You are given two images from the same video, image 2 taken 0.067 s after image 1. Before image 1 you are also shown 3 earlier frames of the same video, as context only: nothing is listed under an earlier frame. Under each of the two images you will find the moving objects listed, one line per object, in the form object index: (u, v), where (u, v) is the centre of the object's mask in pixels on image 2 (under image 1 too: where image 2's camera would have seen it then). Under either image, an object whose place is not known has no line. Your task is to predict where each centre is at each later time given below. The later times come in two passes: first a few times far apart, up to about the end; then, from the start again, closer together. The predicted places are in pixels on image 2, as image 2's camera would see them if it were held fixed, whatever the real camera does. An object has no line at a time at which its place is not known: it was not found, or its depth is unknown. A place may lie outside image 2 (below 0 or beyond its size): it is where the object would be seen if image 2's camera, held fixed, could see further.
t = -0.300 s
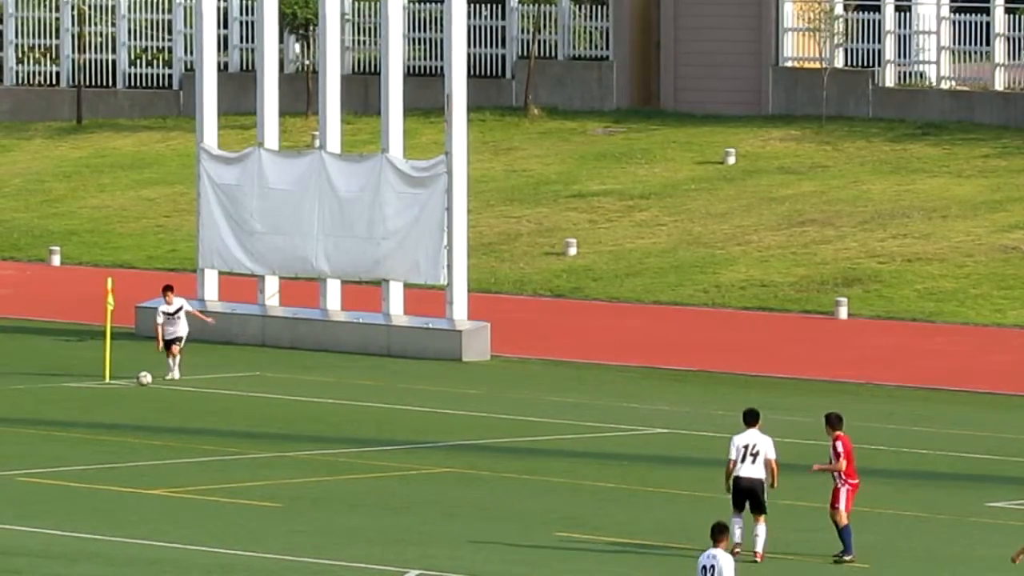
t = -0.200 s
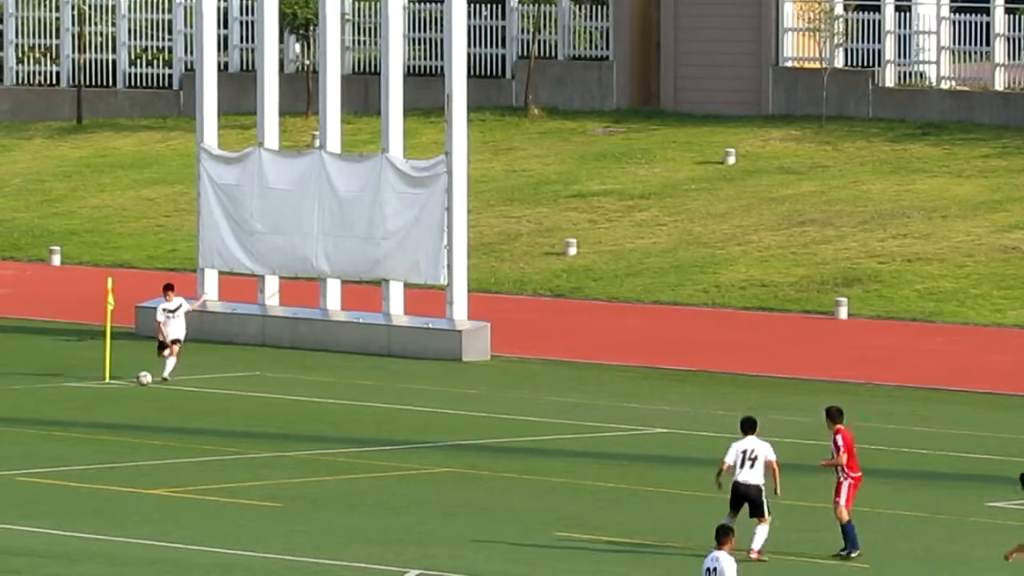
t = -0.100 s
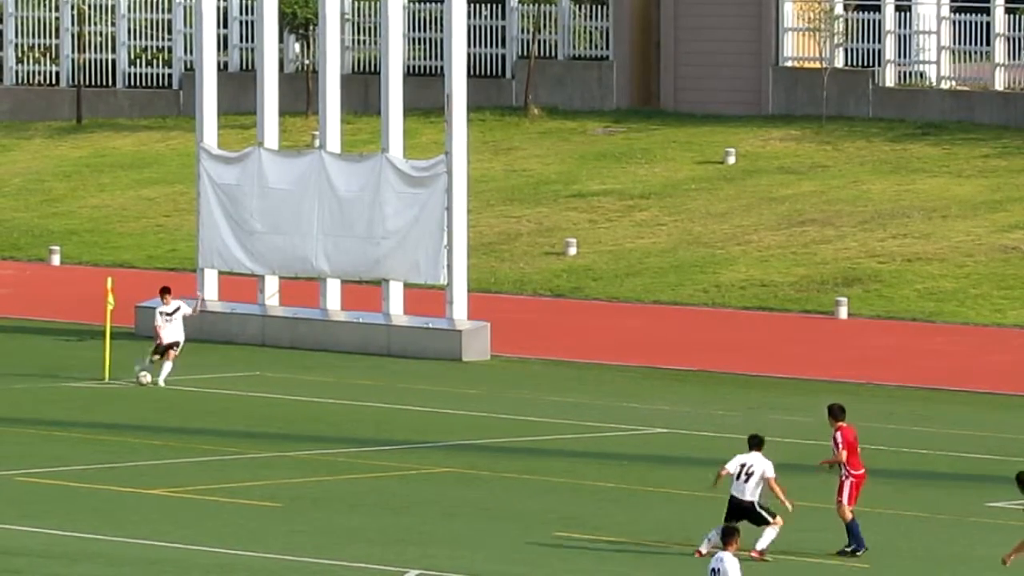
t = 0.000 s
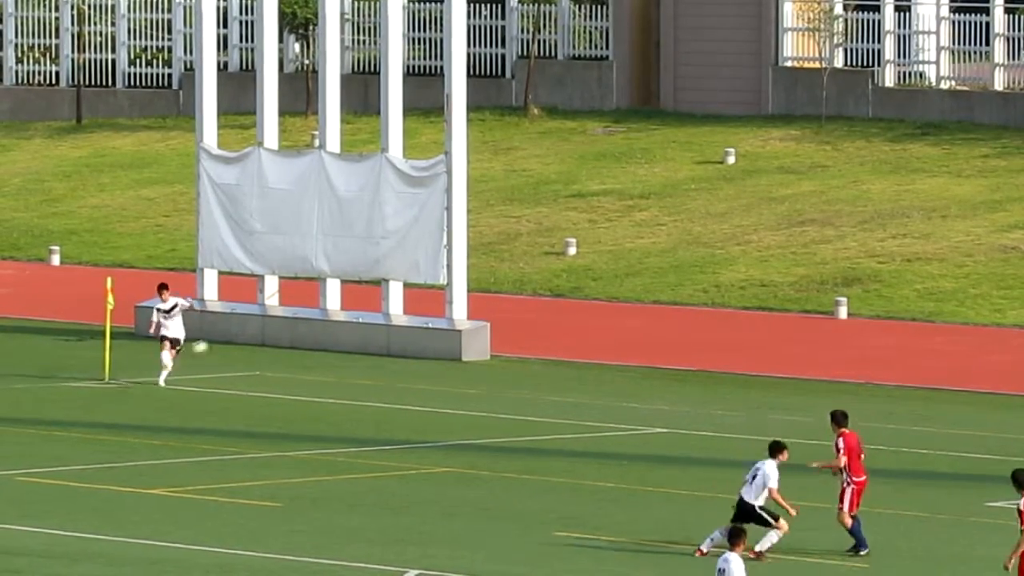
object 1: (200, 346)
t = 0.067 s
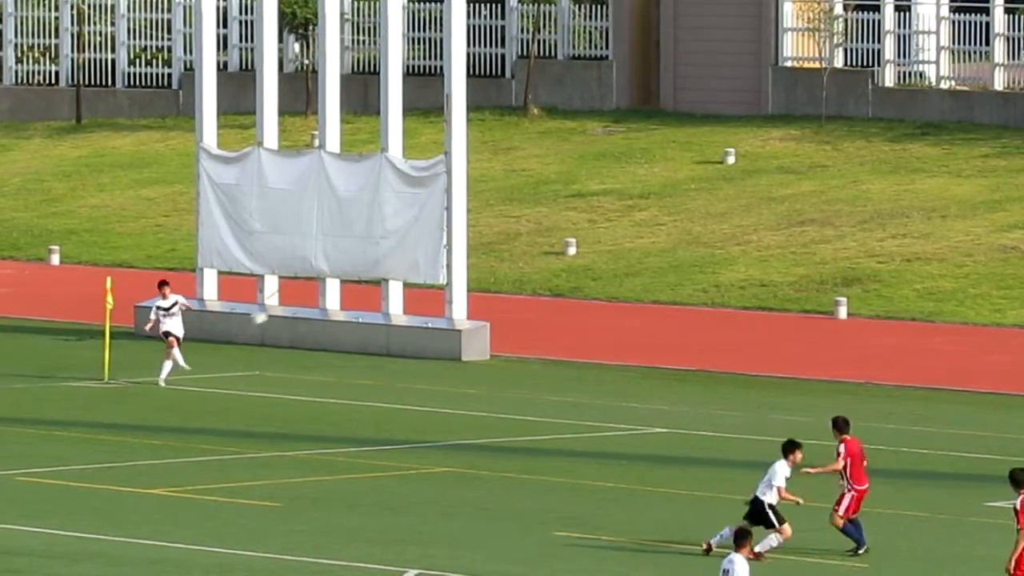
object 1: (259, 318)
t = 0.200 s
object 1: (383, 268)
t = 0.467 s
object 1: (646, 191)
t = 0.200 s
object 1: (383, 268)
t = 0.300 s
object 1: (481, 233)
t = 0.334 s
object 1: (512, 226)
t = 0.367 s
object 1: (544, 216)
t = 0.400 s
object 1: (578, 207)
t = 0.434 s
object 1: (612, 199)
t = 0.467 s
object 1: (646, 191)
